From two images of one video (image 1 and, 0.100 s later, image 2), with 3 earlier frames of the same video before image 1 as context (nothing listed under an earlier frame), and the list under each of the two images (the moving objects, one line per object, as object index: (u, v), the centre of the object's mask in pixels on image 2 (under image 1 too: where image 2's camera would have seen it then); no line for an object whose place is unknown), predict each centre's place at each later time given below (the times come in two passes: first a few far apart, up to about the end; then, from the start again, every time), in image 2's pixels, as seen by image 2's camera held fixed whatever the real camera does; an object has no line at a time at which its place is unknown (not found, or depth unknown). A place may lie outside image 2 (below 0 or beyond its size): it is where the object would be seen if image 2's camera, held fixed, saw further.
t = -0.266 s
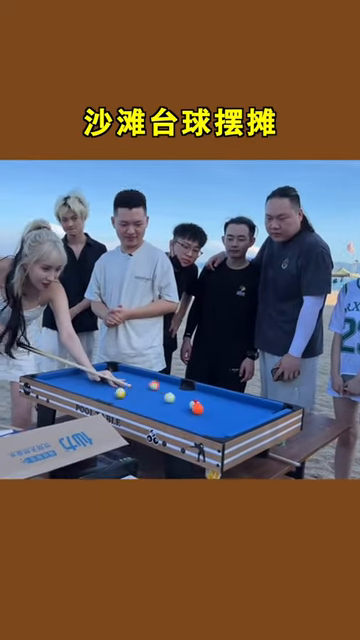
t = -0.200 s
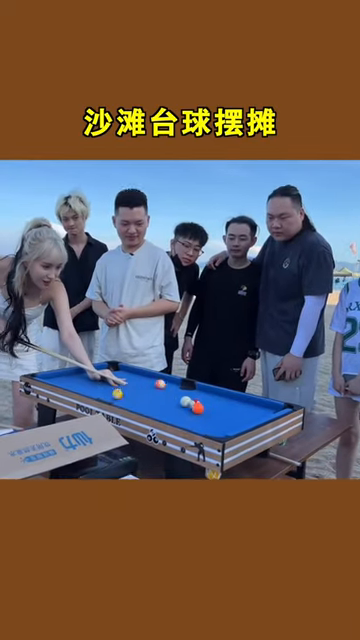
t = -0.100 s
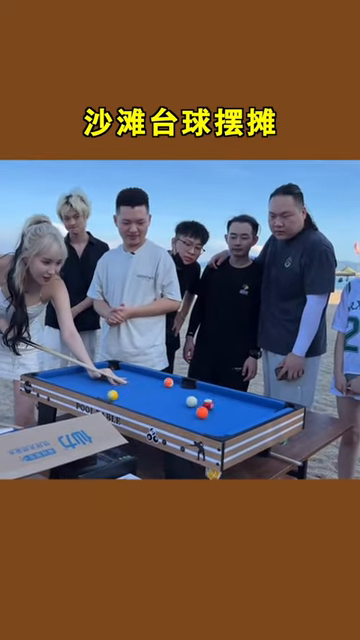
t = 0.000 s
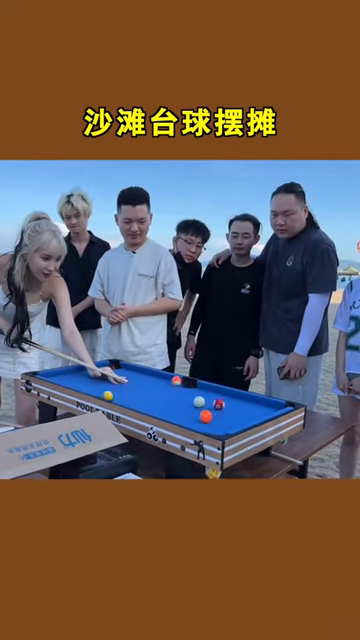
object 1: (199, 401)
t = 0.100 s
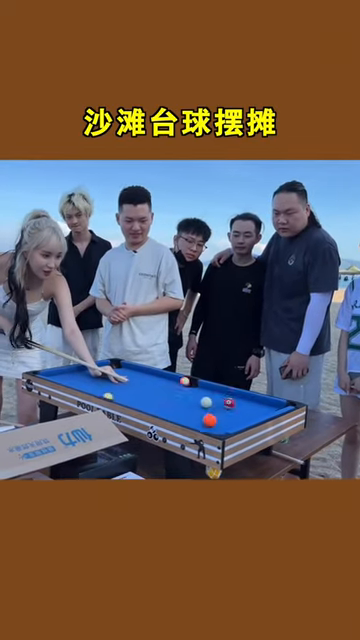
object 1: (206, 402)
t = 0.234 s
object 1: (213, 403)
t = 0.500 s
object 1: (224, 406)
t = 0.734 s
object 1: (228, 407)
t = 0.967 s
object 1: (228, 408)
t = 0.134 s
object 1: (208, 402)
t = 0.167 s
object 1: (210, 403)
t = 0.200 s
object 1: (211, 403)
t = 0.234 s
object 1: (213, 403)
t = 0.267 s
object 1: (215, 404)
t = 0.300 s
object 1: (216, 404)
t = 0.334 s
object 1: (217, 405)
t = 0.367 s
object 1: (219, 405)
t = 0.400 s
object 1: (220, 405)
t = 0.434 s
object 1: (221, 405)
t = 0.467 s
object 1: (223, 406)
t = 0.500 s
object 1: (224, 406)
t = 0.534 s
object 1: (224, 406)
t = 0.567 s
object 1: (225, 406)
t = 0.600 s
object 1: (226, 407)
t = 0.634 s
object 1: (226, 407)
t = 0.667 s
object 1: (227, 407)
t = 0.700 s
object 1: (227, 407)
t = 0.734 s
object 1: (228, 407)
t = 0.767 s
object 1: (228, 408)
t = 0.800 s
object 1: (228, 407)
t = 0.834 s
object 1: (228, 408)
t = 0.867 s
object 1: (228, 407)
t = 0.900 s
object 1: (228, 408)
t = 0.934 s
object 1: (228, 408)
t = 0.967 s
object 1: (228, 408)
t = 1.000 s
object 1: (228, 408)
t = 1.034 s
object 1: (228, 408)
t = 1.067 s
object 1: (228, 408)
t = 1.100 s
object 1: (228, 408)
